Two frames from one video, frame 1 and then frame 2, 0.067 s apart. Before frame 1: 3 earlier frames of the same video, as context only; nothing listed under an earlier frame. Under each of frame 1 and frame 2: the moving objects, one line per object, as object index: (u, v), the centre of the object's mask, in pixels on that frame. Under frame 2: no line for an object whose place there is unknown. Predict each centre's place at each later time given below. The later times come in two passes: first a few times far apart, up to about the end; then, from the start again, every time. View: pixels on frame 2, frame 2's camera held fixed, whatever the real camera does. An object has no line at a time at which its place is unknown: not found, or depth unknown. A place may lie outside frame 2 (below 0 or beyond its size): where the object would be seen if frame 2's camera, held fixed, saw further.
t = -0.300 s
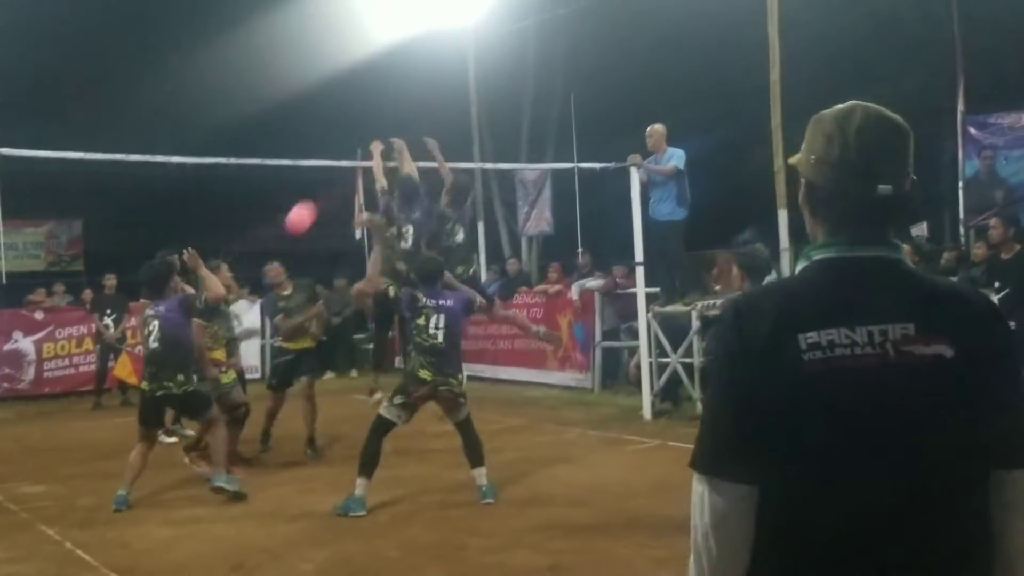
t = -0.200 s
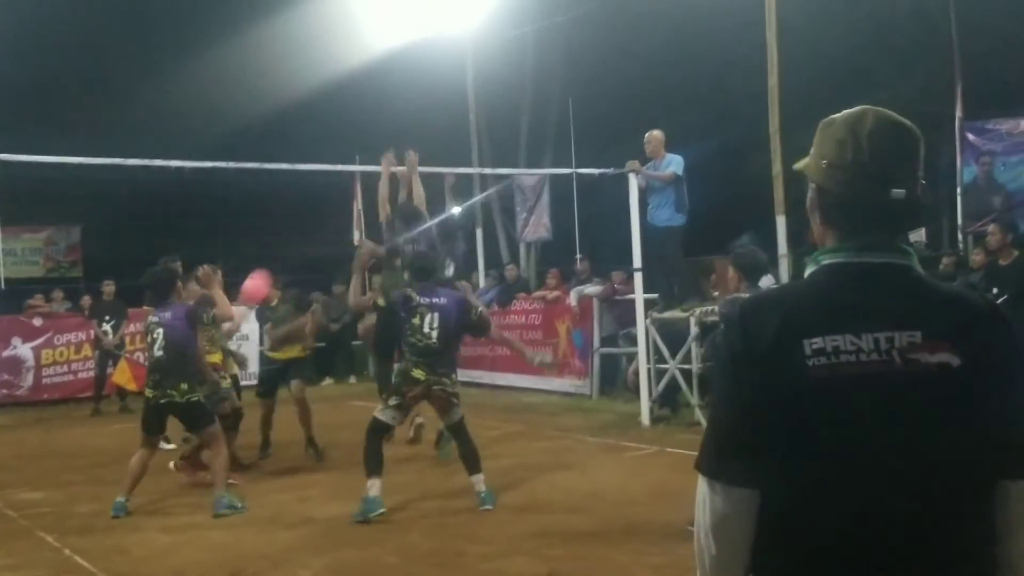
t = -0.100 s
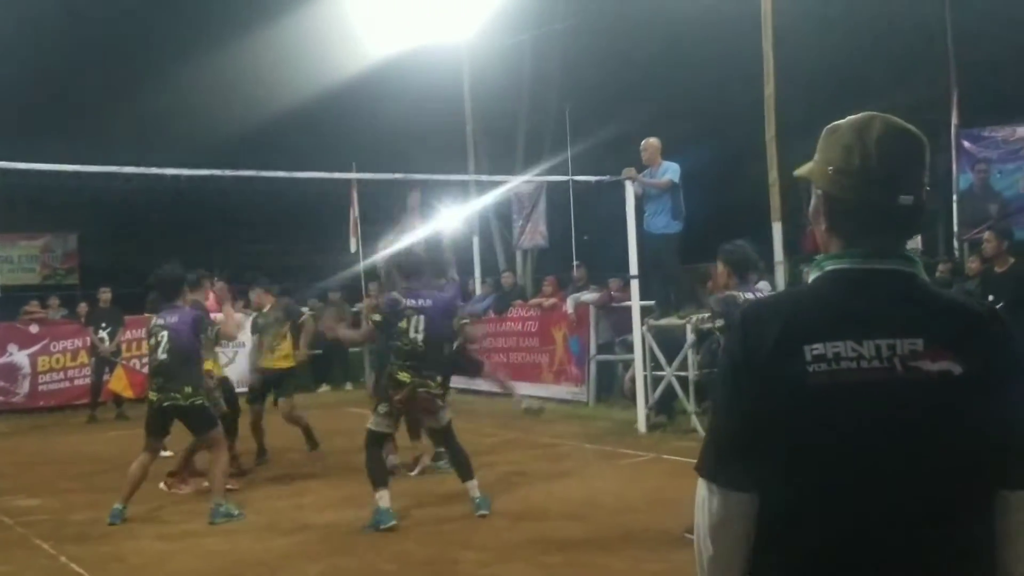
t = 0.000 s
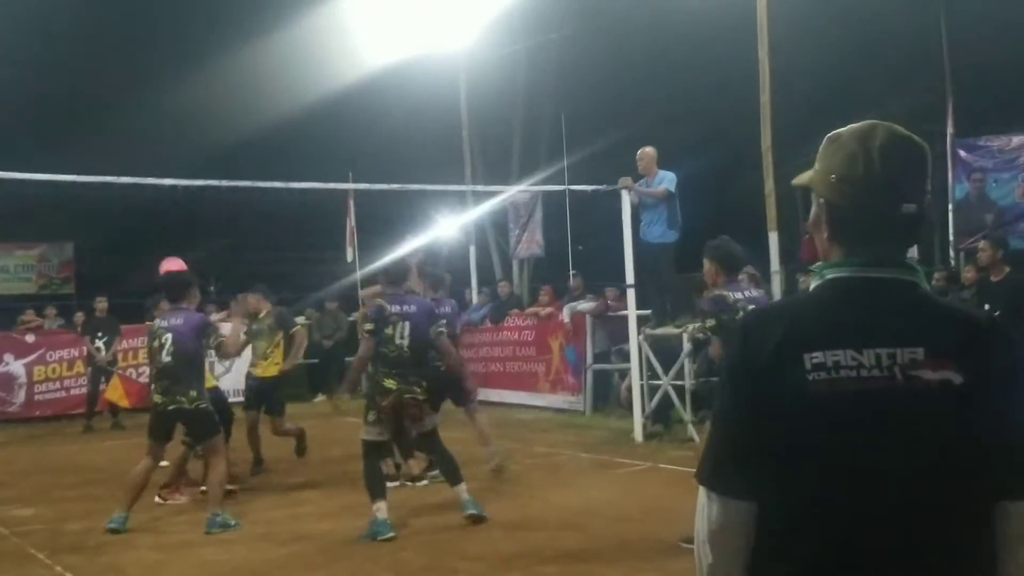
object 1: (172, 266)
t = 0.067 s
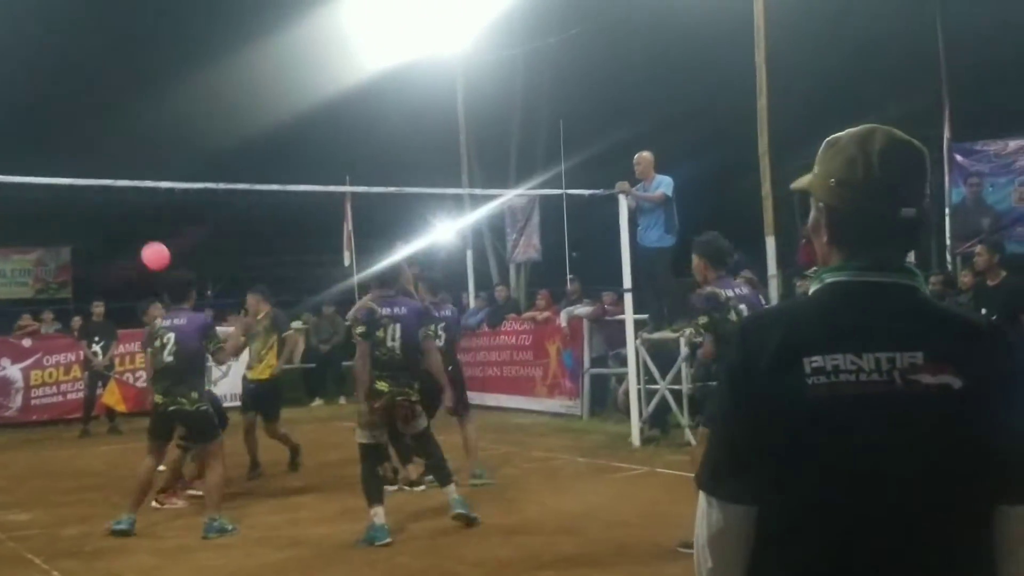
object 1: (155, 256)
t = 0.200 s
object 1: (122, 231)
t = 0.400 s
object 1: (74, 234)
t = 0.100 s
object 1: (147, 247)
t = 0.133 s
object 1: (139, 240)
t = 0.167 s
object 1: (130, 235)
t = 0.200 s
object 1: (122, 231)
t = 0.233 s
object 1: (114, 228)
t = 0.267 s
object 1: (107, 226)
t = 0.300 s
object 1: (98, 226)
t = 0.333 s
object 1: (89, 227)
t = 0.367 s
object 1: (82, 230)
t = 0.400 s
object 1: (74, 234)
